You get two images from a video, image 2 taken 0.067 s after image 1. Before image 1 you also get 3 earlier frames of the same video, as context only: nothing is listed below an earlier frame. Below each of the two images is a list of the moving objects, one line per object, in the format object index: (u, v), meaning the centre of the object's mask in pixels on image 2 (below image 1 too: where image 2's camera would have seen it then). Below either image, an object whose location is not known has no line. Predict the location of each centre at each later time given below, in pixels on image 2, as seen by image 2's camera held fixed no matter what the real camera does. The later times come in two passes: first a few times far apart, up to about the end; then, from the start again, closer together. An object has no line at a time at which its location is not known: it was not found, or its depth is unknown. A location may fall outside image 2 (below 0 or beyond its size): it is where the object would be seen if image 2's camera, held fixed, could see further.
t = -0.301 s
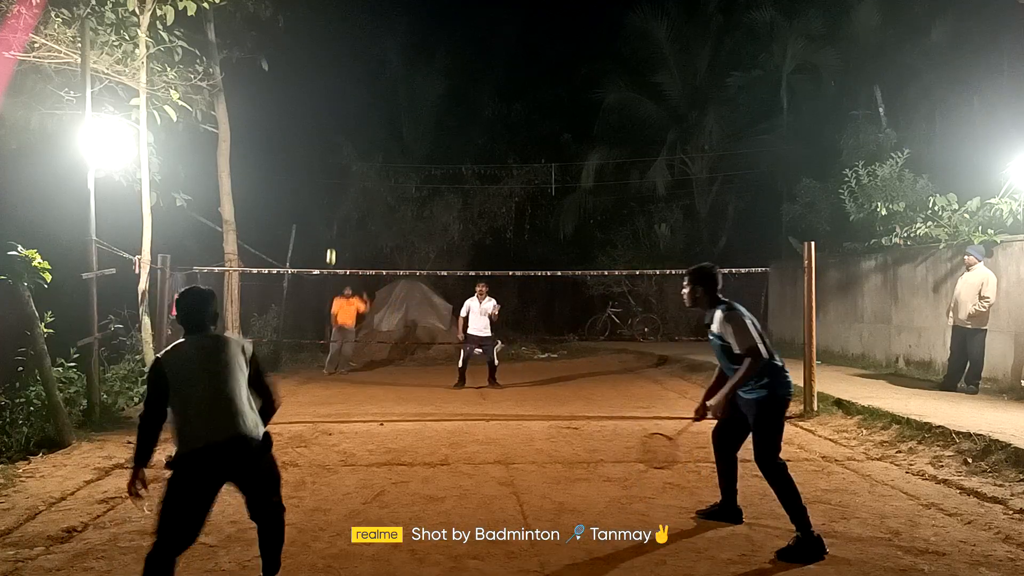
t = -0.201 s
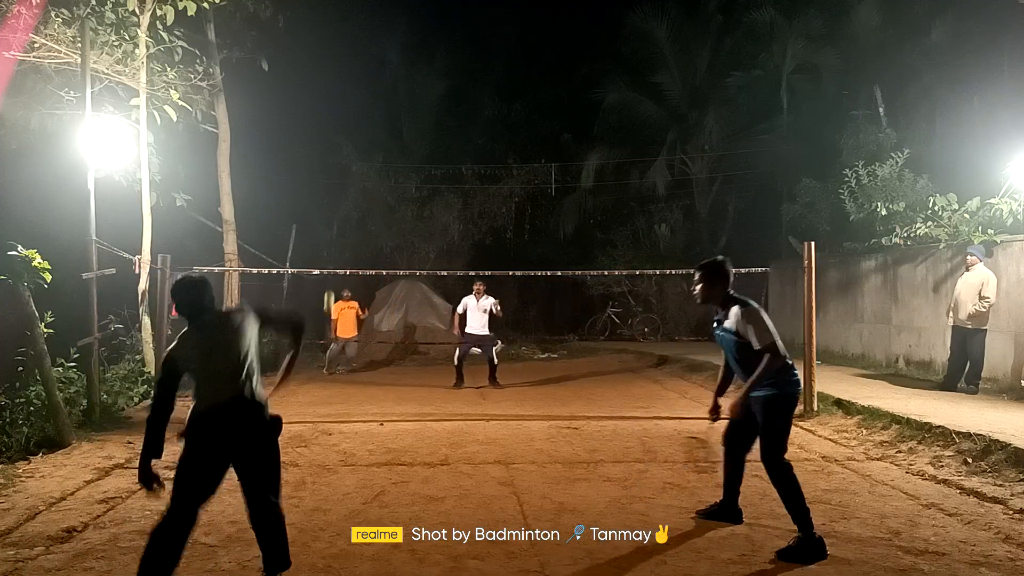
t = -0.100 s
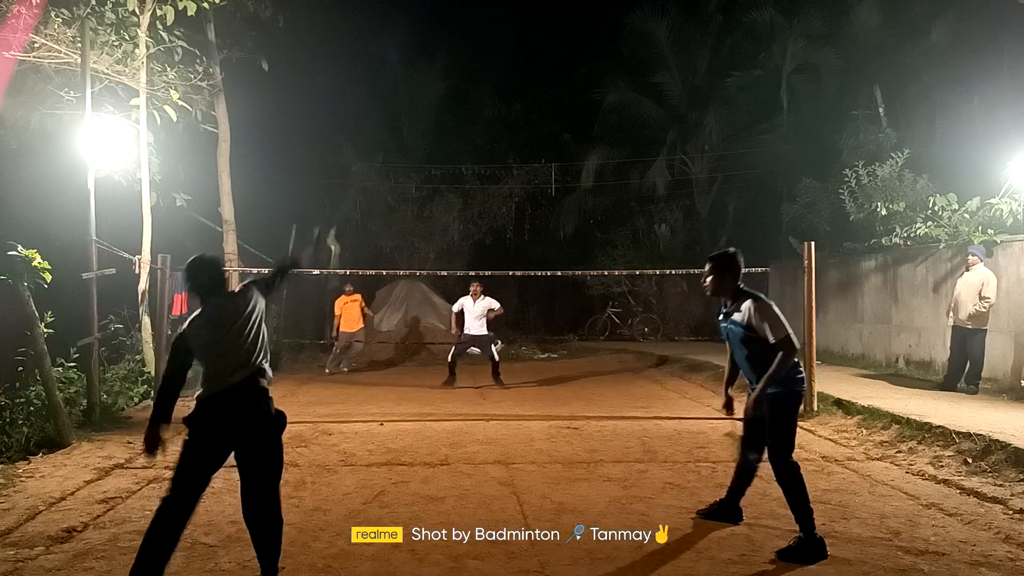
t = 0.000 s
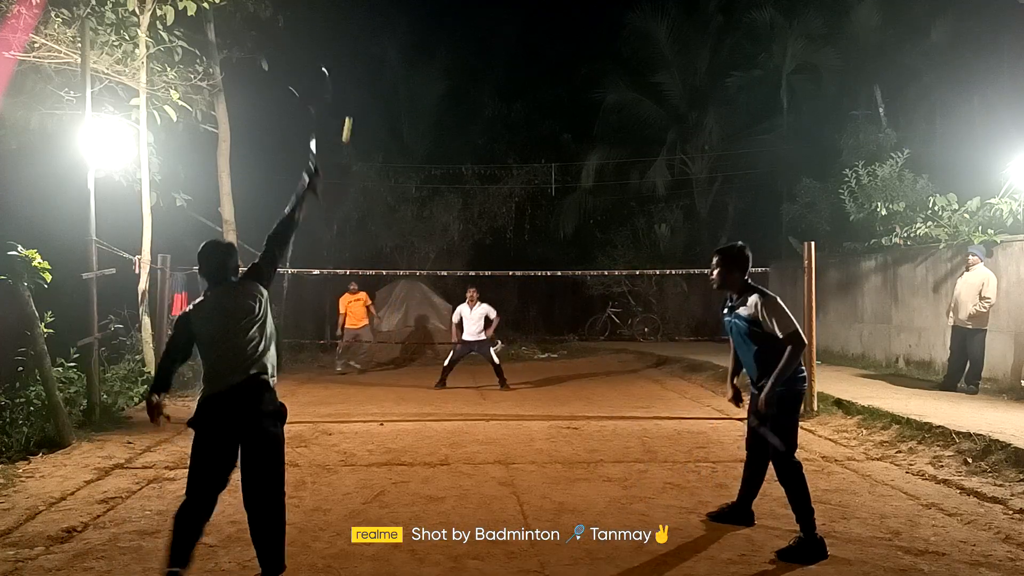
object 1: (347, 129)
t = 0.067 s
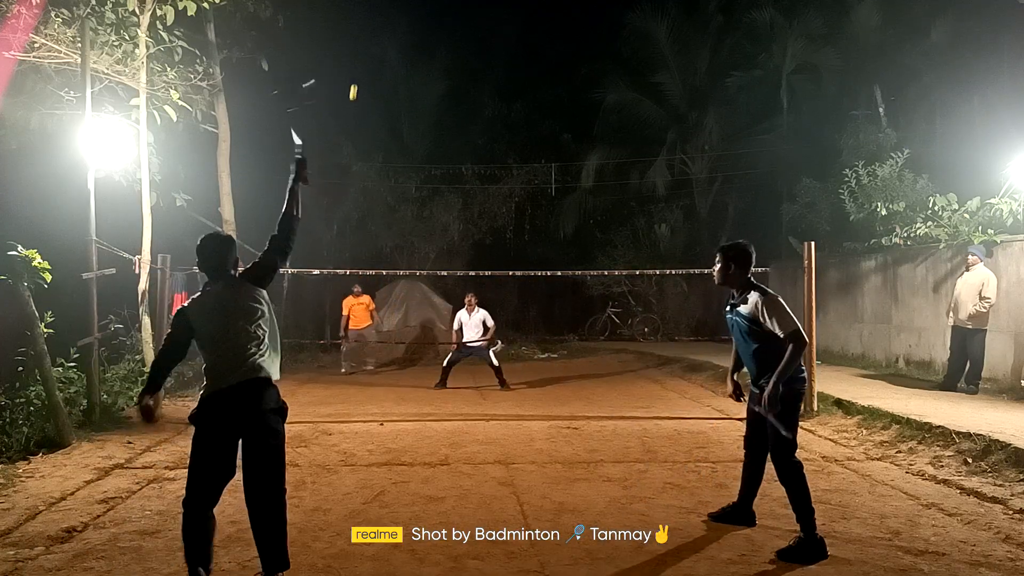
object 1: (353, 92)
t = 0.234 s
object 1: (361, 57)
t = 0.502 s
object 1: (367, 65)
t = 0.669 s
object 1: (369, 90)
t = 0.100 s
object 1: (355, 80)
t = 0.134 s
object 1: (357, 71)
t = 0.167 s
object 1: (358, 65)
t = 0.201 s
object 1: (360, 59)
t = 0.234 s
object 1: (361, 57)
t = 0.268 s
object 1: (362, 54)
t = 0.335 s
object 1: (364, 53)
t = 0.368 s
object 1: (365, 54)
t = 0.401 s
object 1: (365, 56)
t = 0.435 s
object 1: (366, 58)
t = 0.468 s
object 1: (367, 61)
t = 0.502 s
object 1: (367, 65)
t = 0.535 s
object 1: (368, 69)
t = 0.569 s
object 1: (368, 73)
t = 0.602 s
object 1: (368, 78)
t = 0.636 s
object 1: (369, 84)
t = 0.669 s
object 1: (369, 90)
